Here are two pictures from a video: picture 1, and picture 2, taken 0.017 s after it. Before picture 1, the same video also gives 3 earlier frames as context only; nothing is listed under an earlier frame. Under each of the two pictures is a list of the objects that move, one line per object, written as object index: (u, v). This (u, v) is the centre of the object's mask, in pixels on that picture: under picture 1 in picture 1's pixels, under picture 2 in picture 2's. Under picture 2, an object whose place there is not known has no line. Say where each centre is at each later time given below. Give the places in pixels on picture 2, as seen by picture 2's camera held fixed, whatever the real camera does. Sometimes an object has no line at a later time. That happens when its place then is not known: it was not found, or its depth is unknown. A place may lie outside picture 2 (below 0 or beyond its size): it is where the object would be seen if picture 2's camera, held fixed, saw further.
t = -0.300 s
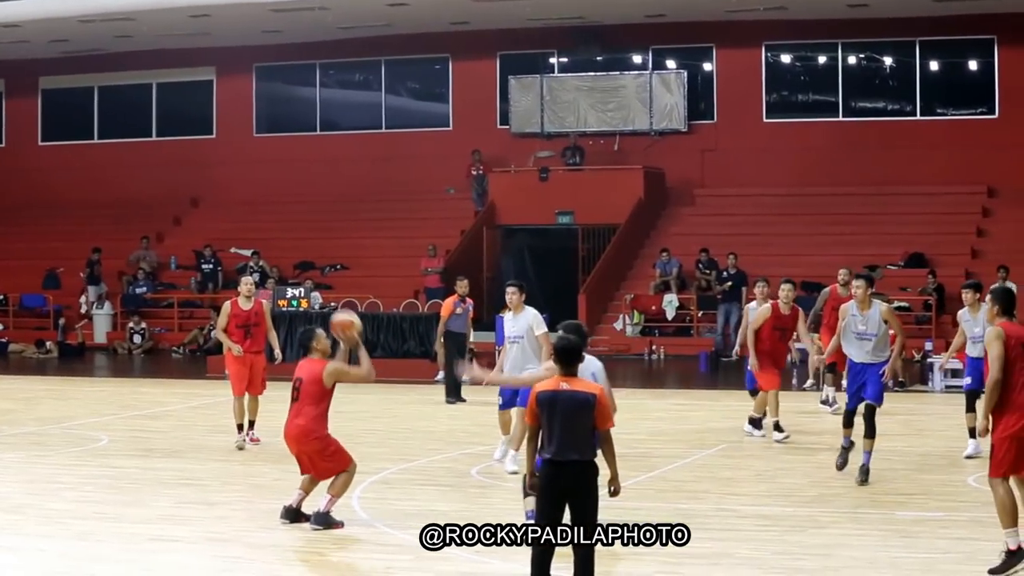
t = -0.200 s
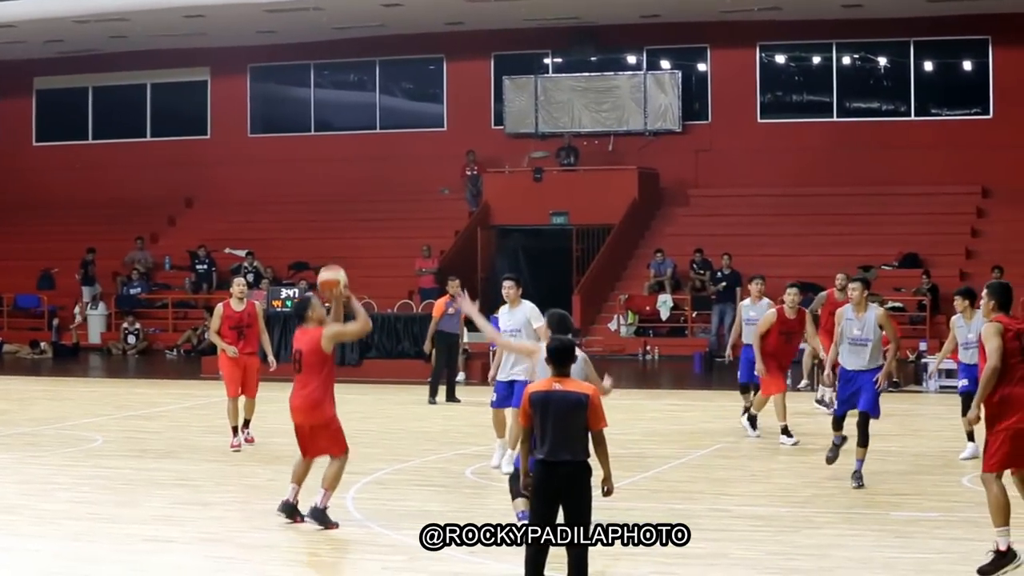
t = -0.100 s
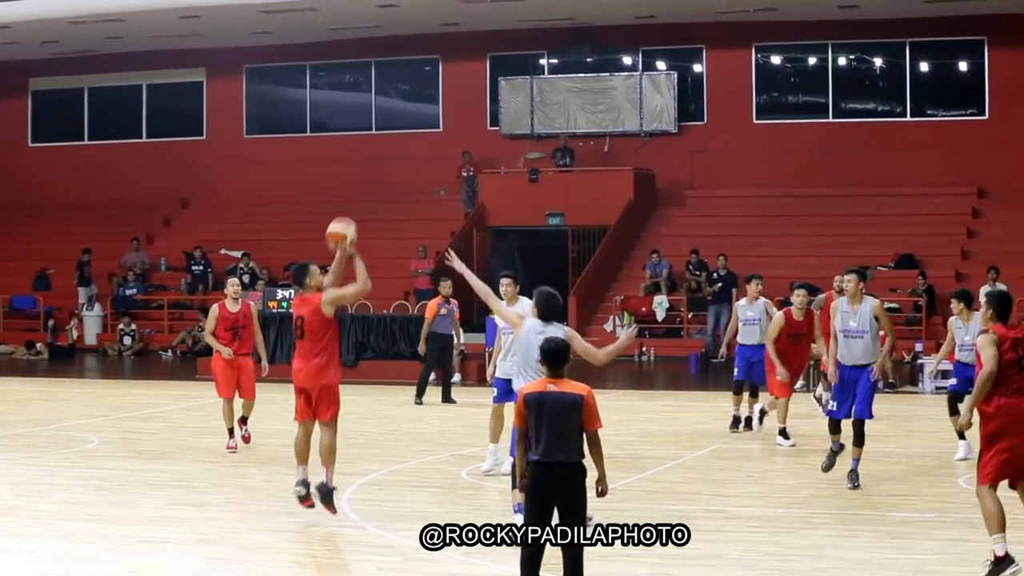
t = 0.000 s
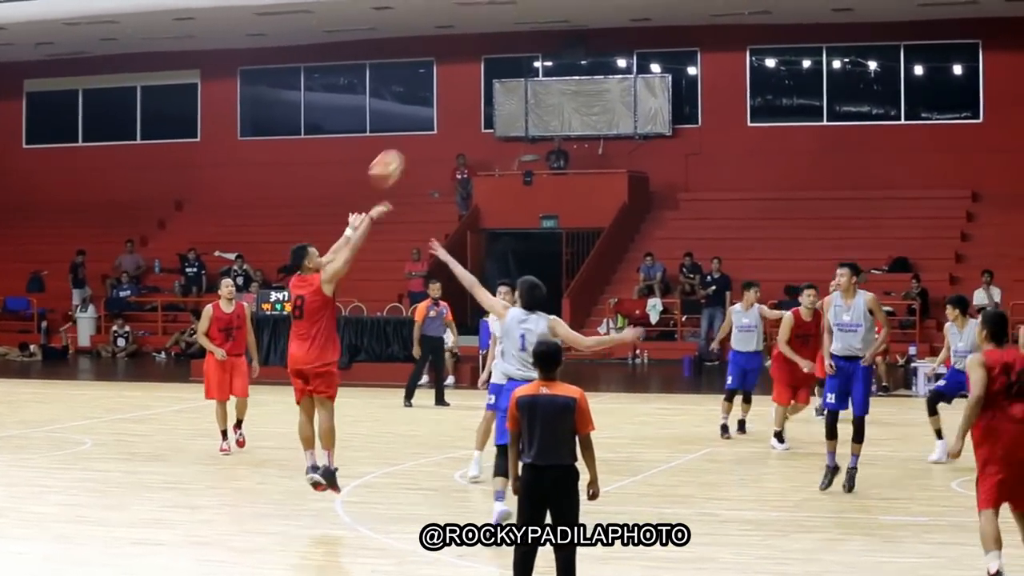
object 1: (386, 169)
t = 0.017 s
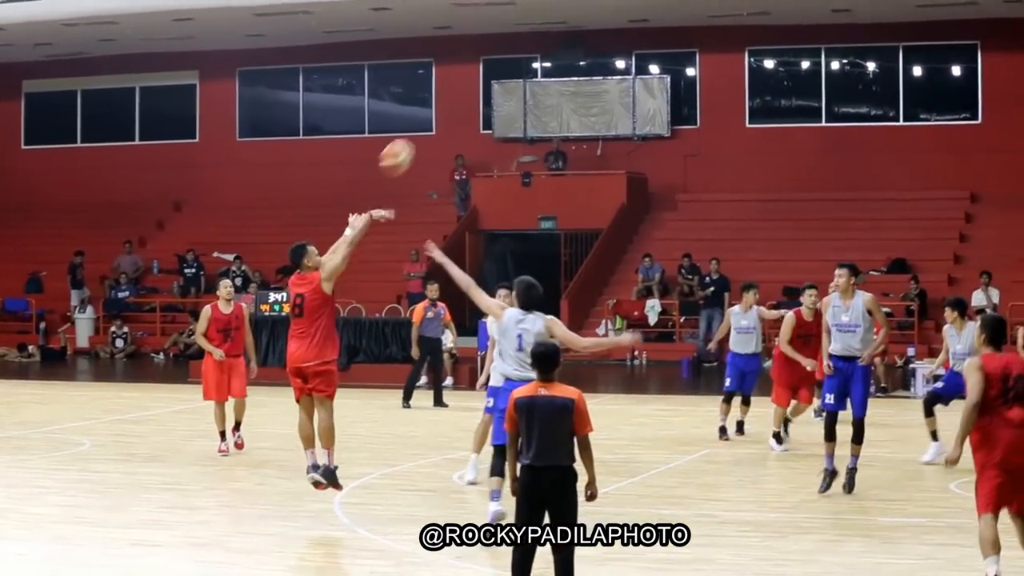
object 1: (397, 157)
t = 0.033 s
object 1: (410, 145)
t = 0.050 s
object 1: (422, 135)
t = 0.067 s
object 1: (436, 122)
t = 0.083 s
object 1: (449, 112)
